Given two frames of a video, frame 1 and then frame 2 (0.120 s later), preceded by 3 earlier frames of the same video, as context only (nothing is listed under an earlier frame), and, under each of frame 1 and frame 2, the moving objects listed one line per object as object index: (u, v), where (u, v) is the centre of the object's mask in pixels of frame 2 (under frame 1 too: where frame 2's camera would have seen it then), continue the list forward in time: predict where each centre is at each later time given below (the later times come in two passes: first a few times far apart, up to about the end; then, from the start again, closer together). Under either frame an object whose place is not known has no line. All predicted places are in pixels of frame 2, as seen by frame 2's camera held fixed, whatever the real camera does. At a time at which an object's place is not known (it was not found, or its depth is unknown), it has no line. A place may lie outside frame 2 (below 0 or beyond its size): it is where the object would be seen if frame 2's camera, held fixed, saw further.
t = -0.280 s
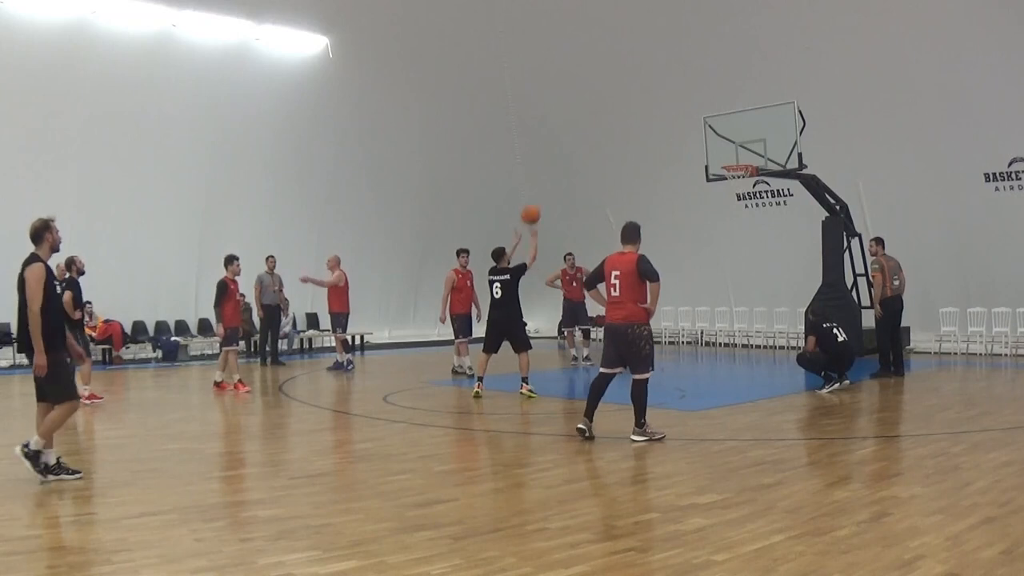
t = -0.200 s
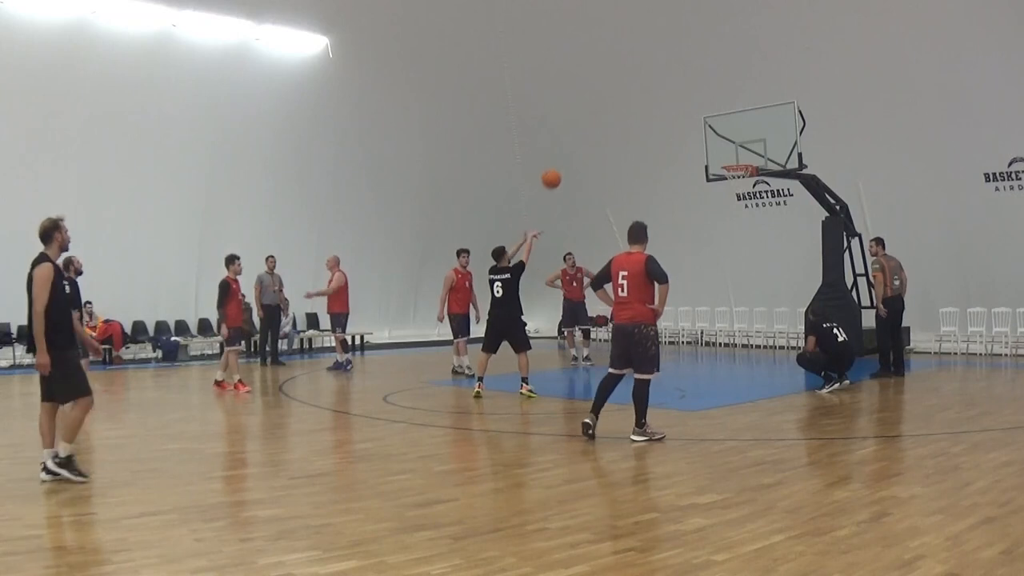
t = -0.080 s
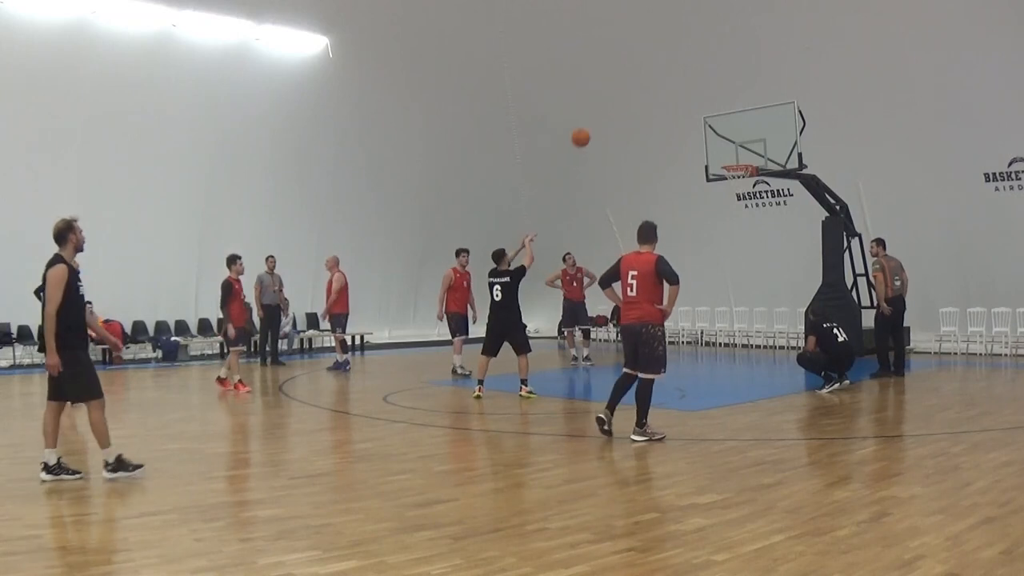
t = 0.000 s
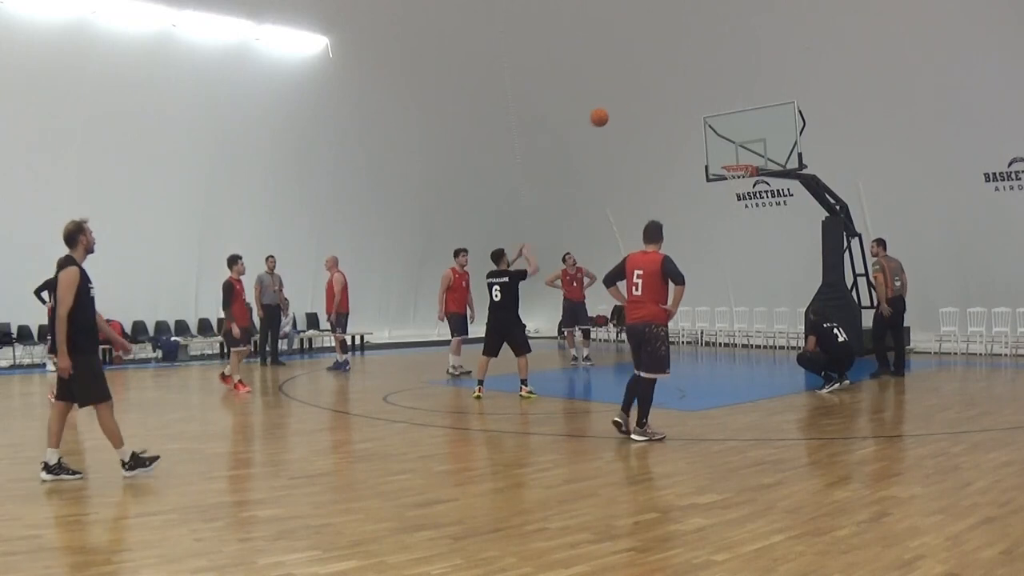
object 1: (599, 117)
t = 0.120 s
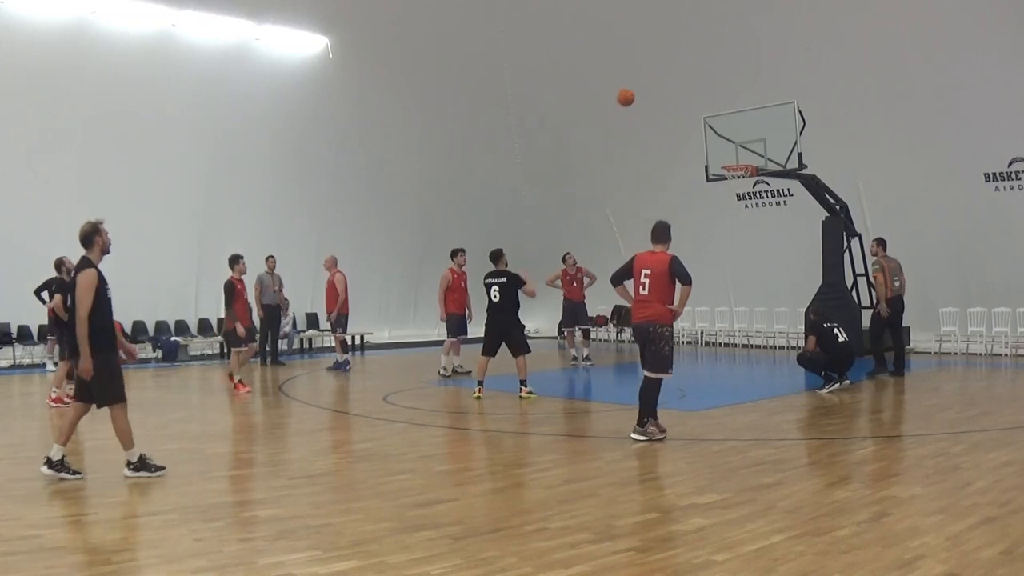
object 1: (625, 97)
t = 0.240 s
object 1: (650, 88)
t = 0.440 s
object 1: (690, 96)
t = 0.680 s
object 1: (733, 137)
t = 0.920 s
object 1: (729, 141)
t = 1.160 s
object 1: (701, 141)
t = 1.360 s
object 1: (678, 172)
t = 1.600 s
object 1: (649, 251)
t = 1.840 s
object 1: (619, 376)
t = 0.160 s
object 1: (634, 93)
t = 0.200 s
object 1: (642, 90)
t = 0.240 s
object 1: (650, 88)
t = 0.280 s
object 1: (659, 88)
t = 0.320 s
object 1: (666, 88)
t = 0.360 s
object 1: (674, 89)
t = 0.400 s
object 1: (682, 92)
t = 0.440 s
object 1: (690, 96)
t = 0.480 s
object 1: (697, 100)
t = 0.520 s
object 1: (704, 106)
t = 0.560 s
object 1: (712, 112)
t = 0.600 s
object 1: (719, 120)
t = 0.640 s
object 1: (726, 127)
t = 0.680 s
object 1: (733, 137)
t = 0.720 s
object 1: (740, 147)
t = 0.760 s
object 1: (747, 158)
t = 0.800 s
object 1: (743, 154)
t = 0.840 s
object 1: (739, 149)
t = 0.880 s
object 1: (734, 144)
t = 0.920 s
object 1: (729, 141)
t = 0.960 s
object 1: (725, 138)
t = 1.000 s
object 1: (720, 136)
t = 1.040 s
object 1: (715, 136)
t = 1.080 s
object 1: (710, 137)
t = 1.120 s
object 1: (706, 138)
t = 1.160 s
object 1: (701, 141)
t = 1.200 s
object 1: (696, 145)
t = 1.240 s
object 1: (692, 150)
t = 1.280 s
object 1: (687, 156)
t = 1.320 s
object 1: (682, 164)
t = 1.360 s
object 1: (678, 172)
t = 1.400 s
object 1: (673, 182)
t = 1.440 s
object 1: (668, 193)
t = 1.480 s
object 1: (663, 205)
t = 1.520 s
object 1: (658, 219)
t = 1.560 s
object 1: (654, 234)
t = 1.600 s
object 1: (649, 251)
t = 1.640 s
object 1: (644, 268)
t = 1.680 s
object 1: (639, 288)
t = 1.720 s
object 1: (634, 308)
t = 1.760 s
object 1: (629, 329)
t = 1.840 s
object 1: (619, 376)
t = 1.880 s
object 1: (613, 359)
